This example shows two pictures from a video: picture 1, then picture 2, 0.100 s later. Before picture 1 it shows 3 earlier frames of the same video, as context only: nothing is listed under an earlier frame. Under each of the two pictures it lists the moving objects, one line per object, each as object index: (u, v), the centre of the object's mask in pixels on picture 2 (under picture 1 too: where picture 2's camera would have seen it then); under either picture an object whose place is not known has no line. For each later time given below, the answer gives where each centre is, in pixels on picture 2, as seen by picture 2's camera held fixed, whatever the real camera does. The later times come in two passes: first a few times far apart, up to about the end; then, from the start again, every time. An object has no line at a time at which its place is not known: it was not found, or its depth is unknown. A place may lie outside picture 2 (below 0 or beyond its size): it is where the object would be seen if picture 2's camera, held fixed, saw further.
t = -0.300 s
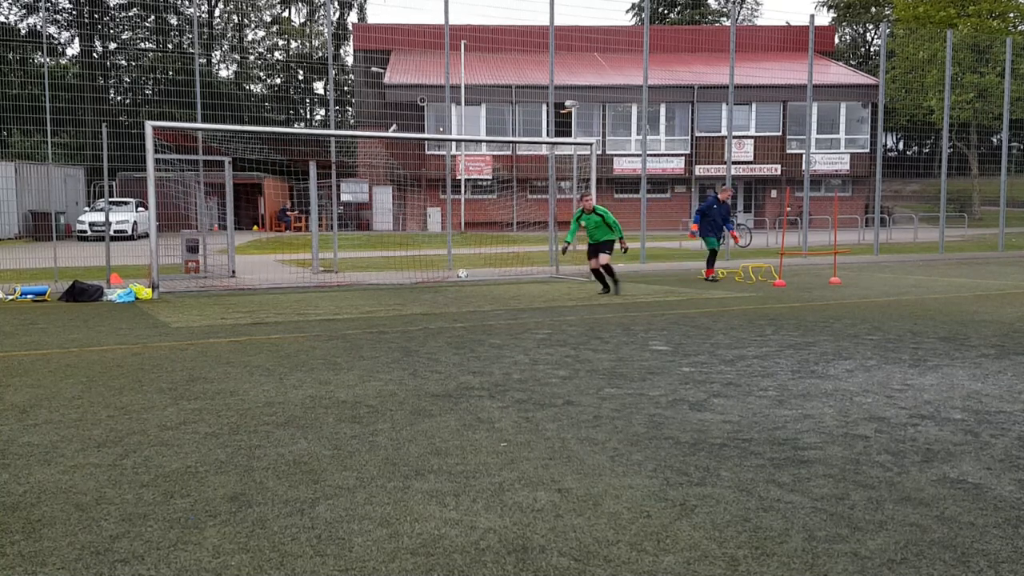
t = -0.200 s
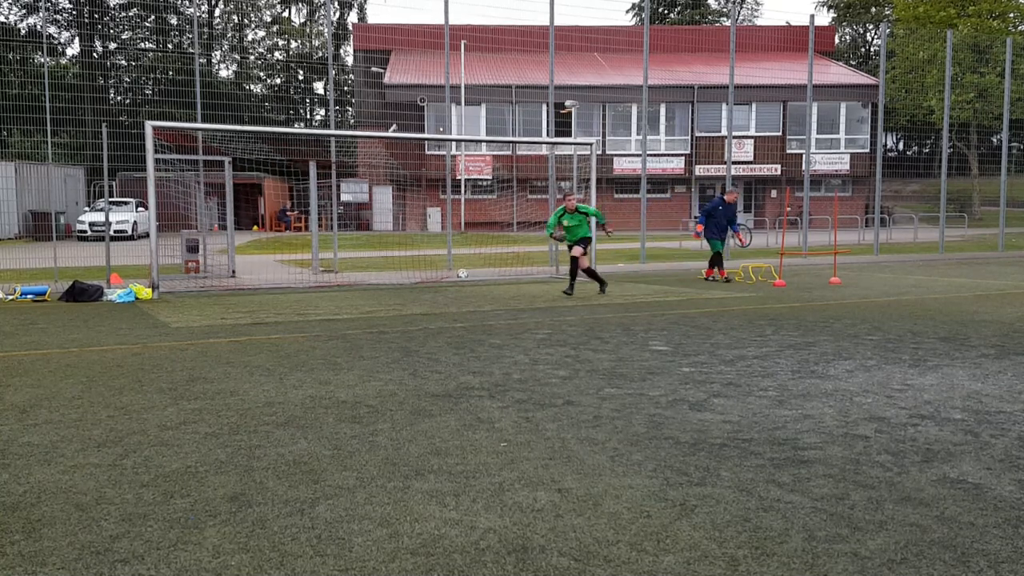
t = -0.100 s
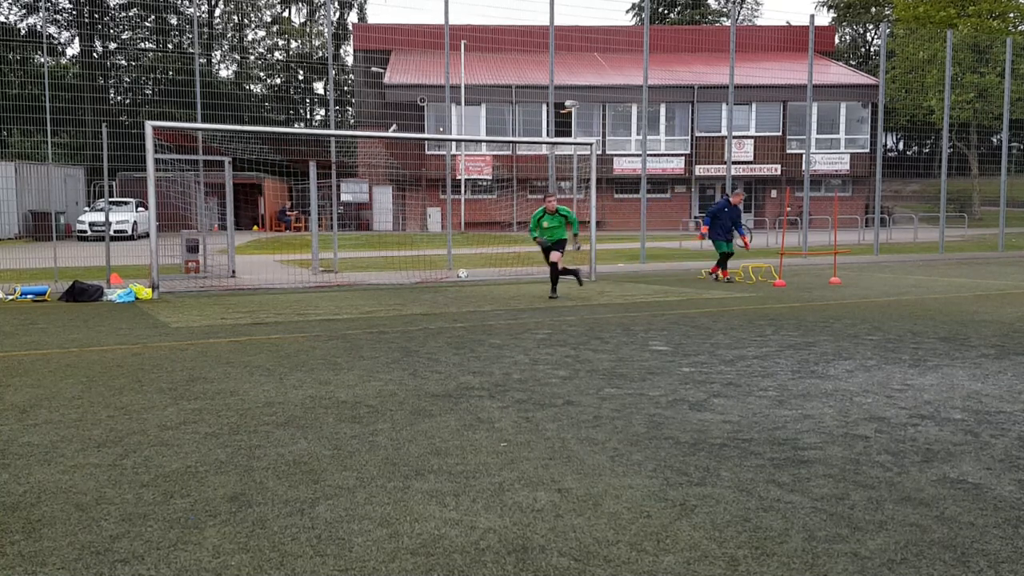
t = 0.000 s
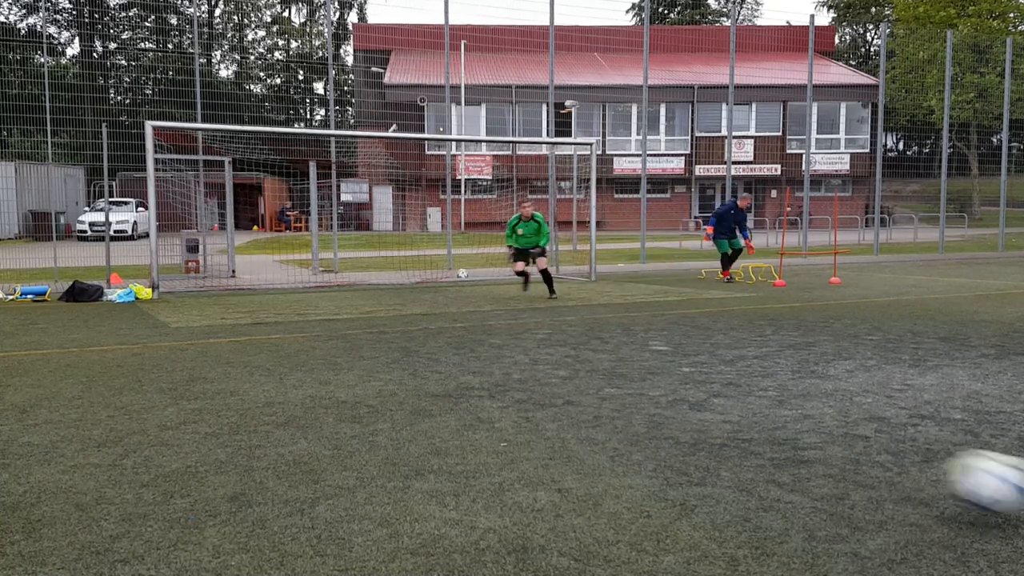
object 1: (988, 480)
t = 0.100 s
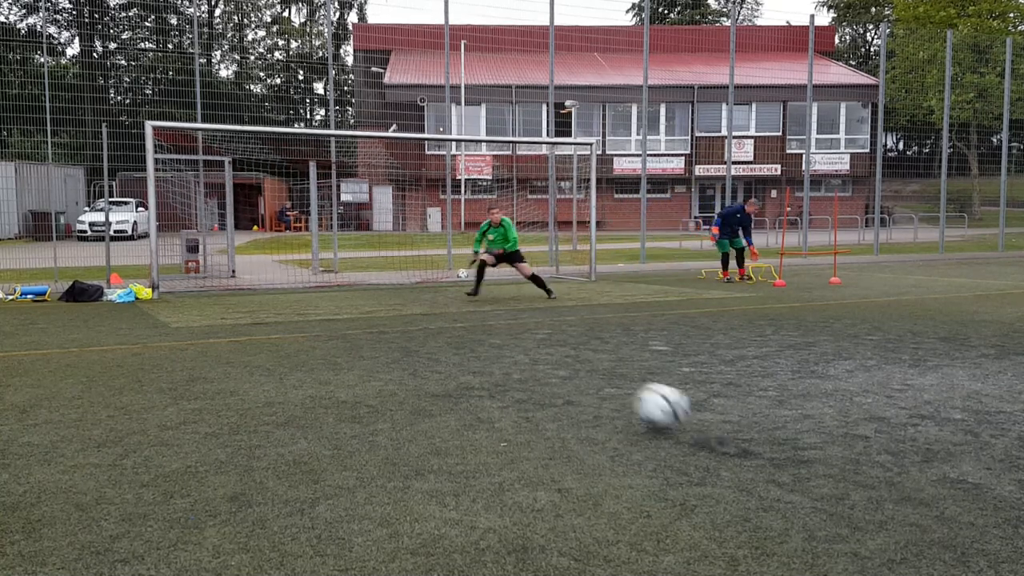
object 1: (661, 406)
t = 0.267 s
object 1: (423, 350)
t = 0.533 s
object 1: (261, 316)
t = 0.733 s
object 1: (197, 298)
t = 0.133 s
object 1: (598, 383)
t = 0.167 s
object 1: (543, 368)
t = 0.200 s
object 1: (498, 358)
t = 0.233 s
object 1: (458, 351)
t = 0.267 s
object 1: (423, 350)
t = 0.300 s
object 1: (393, 345)
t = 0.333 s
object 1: (369, 335)
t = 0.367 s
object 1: (346, 327)
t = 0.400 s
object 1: (326, 322)
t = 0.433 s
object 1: (308, 319)
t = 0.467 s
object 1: (291, 318)
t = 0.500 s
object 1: (275, 318)
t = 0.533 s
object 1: (261, 316)
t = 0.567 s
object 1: (248, 311)
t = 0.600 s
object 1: (237, 307)
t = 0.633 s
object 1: (225, 306)
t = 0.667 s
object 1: (215, 306)
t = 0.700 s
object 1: (206, 304)
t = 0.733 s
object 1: (197, 298)
